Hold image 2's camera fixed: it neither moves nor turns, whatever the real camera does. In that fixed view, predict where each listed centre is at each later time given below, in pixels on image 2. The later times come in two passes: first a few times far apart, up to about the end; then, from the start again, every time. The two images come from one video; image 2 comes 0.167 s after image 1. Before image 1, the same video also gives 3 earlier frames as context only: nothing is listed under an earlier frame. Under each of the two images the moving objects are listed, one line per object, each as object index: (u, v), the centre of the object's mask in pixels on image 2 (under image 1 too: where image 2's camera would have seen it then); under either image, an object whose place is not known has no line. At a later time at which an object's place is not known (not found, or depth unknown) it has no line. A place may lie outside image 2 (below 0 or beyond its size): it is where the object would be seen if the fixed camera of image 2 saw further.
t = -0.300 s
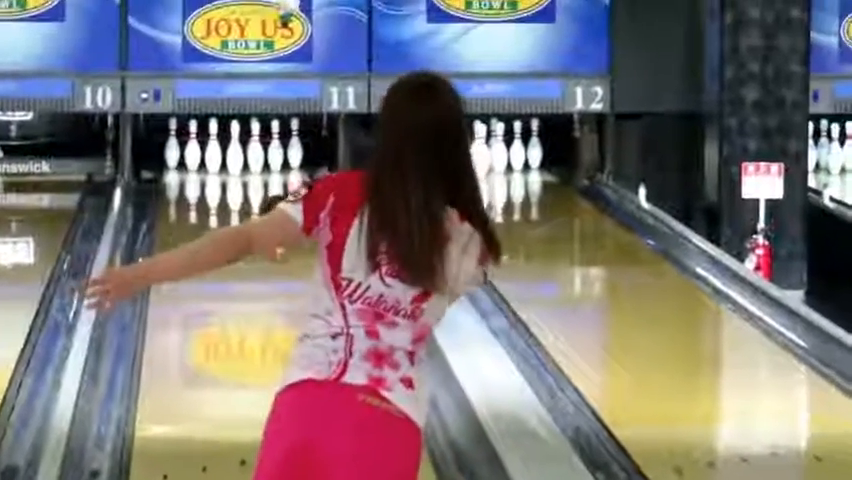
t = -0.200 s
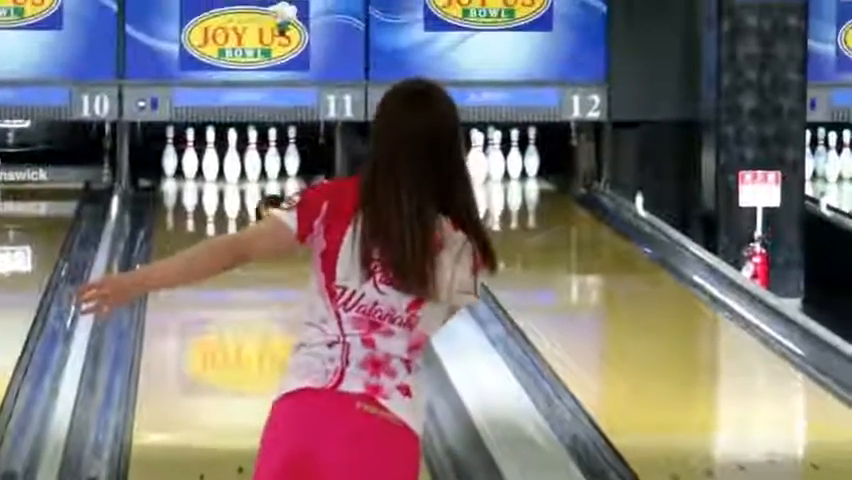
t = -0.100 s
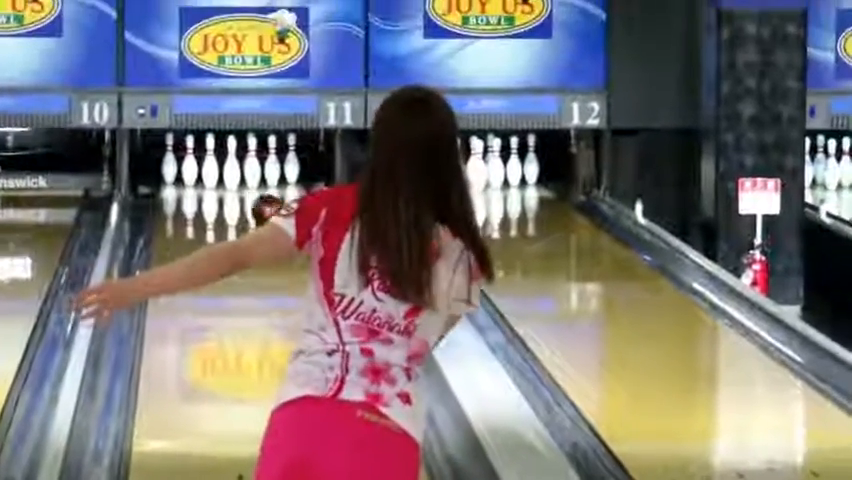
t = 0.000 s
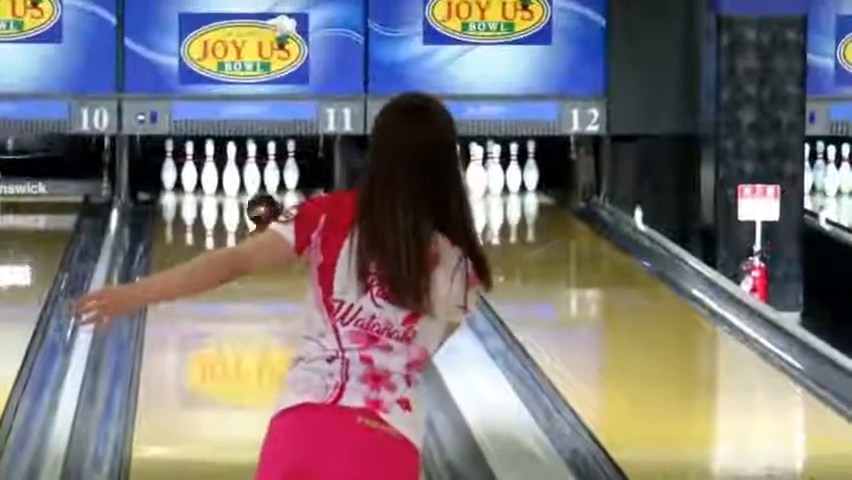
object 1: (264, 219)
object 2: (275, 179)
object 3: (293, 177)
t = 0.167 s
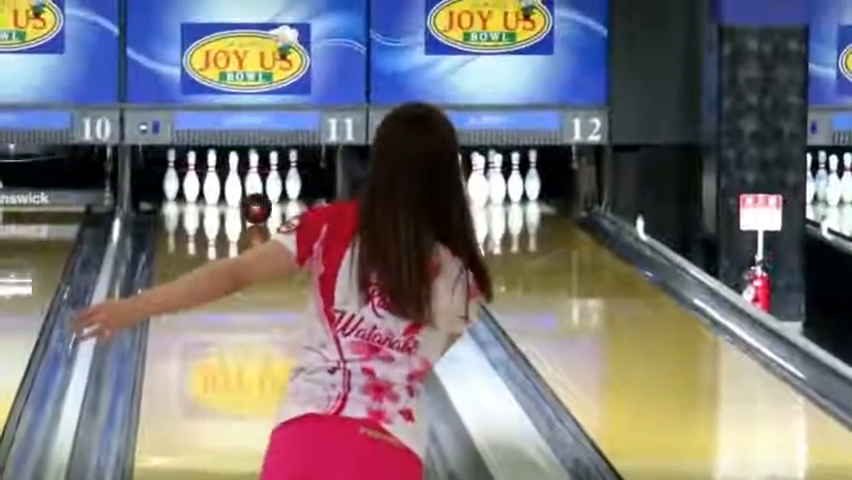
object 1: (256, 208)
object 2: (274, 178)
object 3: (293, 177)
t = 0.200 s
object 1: (255, 206)
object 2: (276, 177)
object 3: (294, 177)
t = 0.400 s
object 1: (245, 197)
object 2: (277, 180)
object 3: (296, 179)
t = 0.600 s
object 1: (238, 192)
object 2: (275, 174)
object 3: (302, 177)
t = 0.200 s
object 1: (255, 206)
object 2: (276, 177)
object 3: (294, 177)
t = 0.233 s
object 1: (253, 205)
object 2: (276, 179)
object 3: (294, 178)
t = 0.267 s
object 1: (252, 203)
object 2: (276, 179)
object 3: (295, 178)
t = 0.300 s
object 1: (251, 201)
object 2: (278, 179)
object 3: (296, 178)
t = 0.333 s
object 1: (249, 200)
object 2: (278, 179)
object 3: (296, 179)
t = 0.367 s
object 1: (248, 198)
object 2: (278, 179)
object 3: (296, 179)
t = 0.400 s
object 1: (245, 197)
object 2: (277, 180)
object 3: (296, 179)
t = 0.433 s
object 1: (245, 196)
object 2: (277, 180)
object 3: (296, 179)
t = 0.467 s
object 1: (245, 196)
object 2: (277, 181)
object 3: (296, 179)
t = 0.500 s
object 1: (243, 193)
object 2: (278, 178)
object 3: (295, 178)
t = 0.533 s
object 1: (240, 192)
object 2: (270, 181)
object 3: (296, 178)
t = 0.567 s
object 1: (239, 192)
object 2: (271, 179)
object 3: (296, 178)
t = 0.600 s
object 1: (238, 192)
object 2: (275, 174)
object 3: (302, 177)
